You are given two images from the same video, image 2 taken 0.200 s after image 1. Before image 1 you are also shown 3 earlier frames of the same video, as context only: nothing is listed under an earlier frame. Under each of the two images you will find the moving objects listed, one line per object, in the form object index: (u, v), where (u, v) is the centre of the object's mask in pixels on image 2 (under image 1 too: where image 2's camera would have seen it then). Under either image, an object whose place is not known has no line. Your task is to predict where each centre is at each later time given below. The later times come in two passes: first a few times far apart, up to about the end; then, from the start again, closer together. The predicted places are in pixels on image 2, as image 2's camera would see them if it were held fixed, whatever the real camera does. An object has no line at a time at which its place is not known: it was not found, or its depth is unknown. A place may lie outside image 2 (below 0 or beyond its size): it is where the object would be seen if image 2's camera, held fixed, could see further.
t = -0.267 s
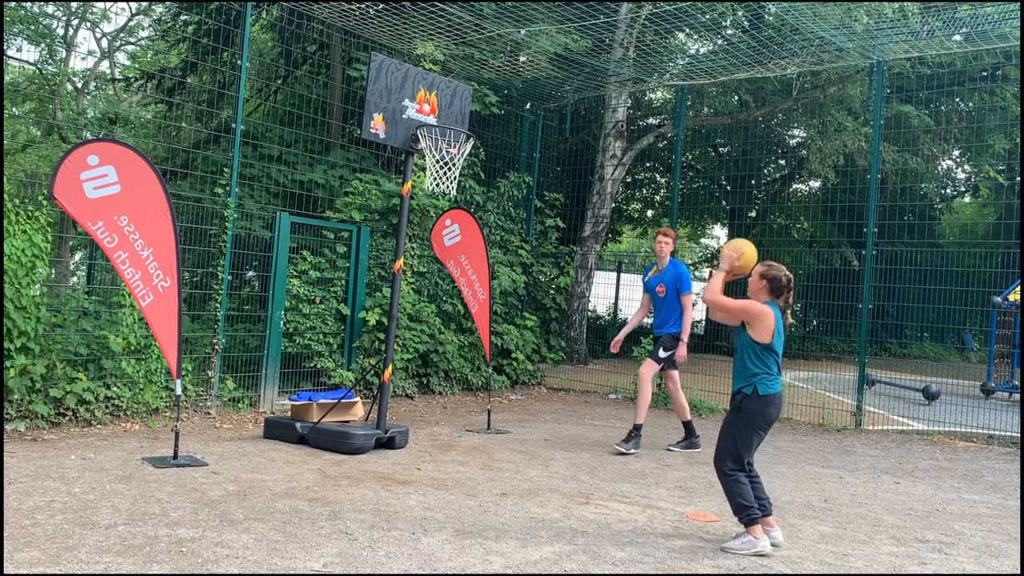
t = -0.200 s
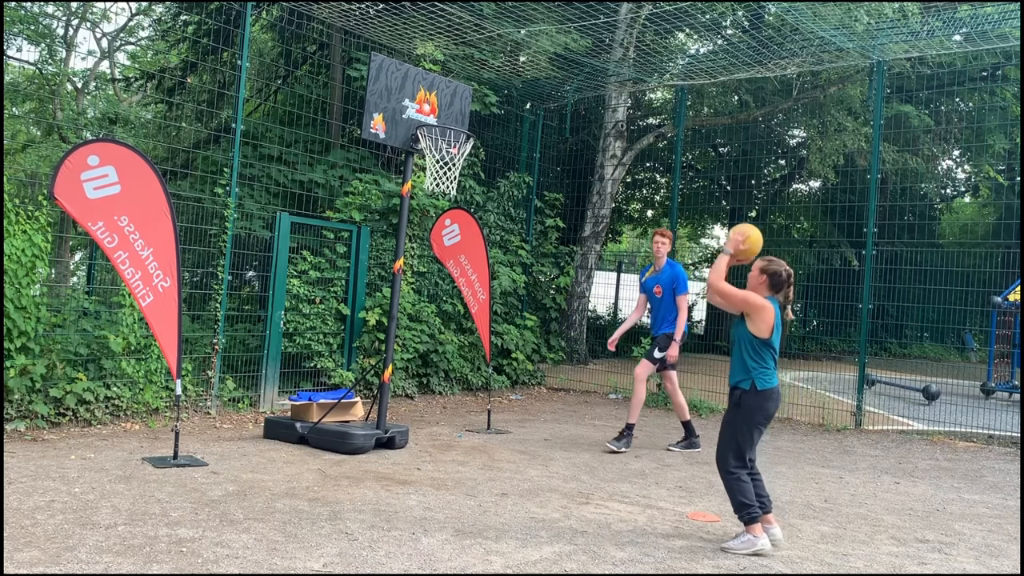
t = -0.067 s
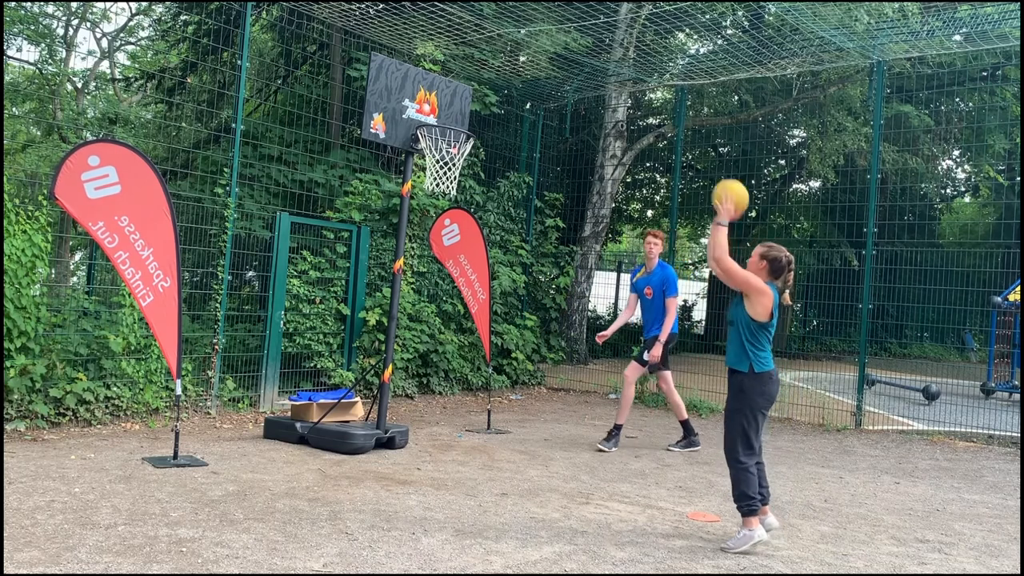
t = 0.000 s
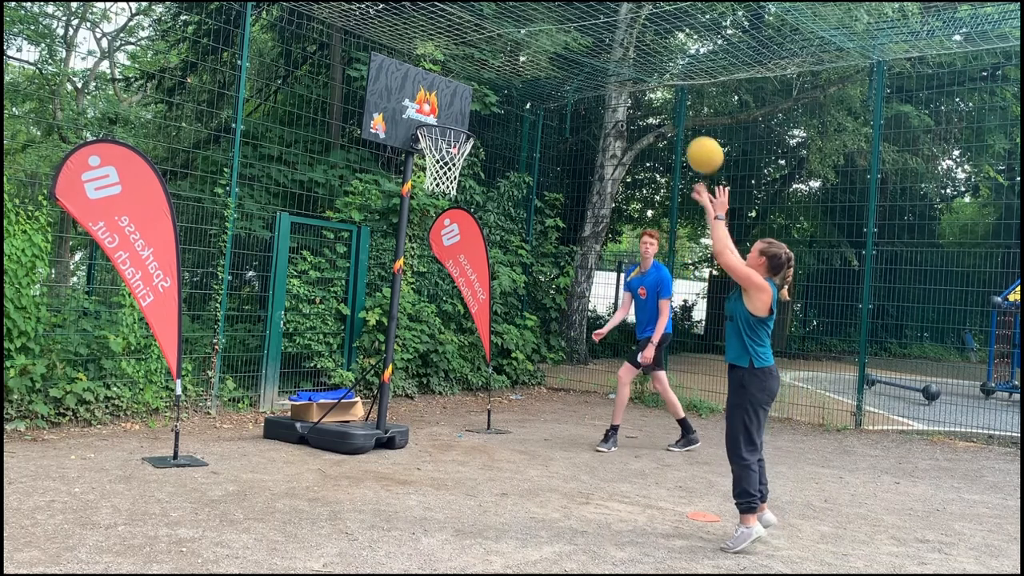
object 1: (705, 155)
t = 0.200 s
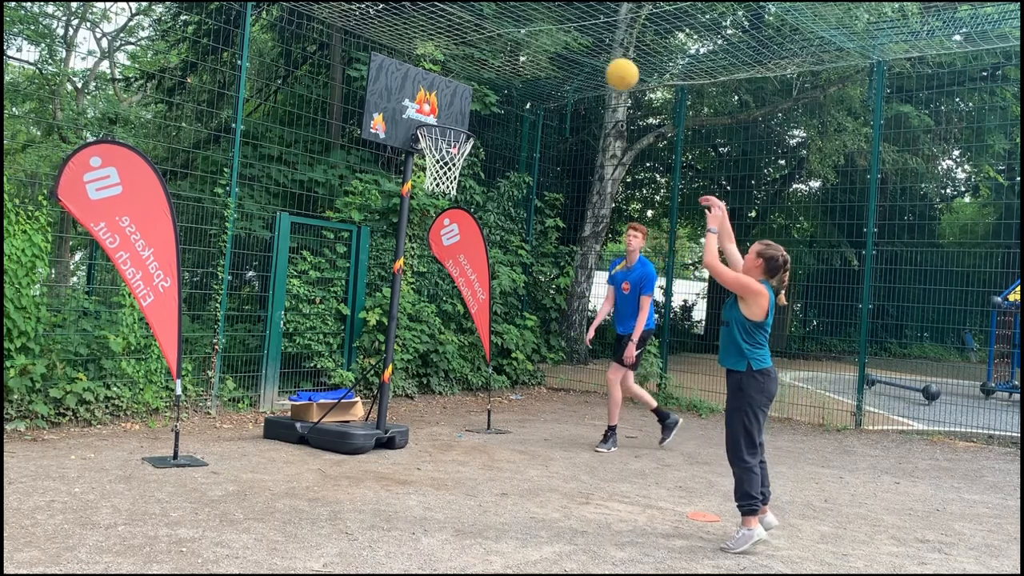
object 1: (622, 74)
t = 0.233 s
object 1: (609, 68)
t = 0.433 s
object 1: (537, 63)
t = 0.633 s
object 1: (472, 108)
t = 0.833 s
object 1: (429, 163)
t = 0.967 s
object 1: (423, 171)
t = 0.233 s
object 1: (609, 68)
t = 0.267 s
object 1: (596, 63)
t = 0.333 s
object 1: (572, 58)
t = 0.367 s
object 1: (560, 59)
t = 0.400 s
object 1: (548, 60)
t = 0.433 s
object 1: (537, 63)
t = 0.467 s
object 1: (526, 67)
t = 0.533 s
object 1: (503, 80)
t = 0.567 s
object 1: (493, 88)
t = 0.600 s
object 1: (482, 98)
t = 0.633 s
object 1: (472, 108)
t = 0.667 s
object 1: (462, 118)
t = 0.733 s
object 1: (443, 144)
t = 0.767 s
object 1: (435, 154)
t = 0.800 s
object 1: (430, 158)
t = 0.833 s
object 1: (429, 163)
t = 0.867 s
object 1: (427, 164)
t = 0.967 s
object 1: (423, 171)
